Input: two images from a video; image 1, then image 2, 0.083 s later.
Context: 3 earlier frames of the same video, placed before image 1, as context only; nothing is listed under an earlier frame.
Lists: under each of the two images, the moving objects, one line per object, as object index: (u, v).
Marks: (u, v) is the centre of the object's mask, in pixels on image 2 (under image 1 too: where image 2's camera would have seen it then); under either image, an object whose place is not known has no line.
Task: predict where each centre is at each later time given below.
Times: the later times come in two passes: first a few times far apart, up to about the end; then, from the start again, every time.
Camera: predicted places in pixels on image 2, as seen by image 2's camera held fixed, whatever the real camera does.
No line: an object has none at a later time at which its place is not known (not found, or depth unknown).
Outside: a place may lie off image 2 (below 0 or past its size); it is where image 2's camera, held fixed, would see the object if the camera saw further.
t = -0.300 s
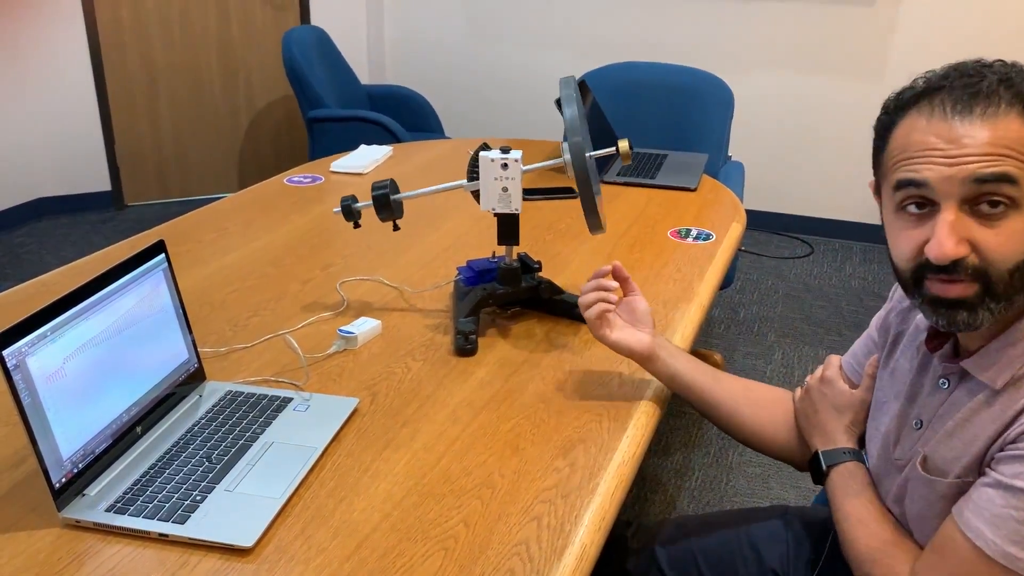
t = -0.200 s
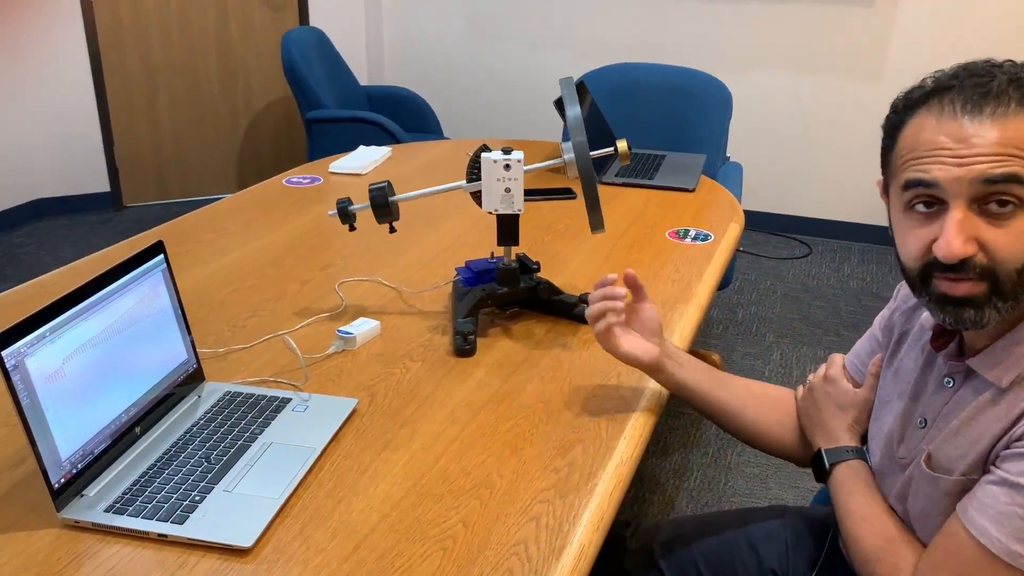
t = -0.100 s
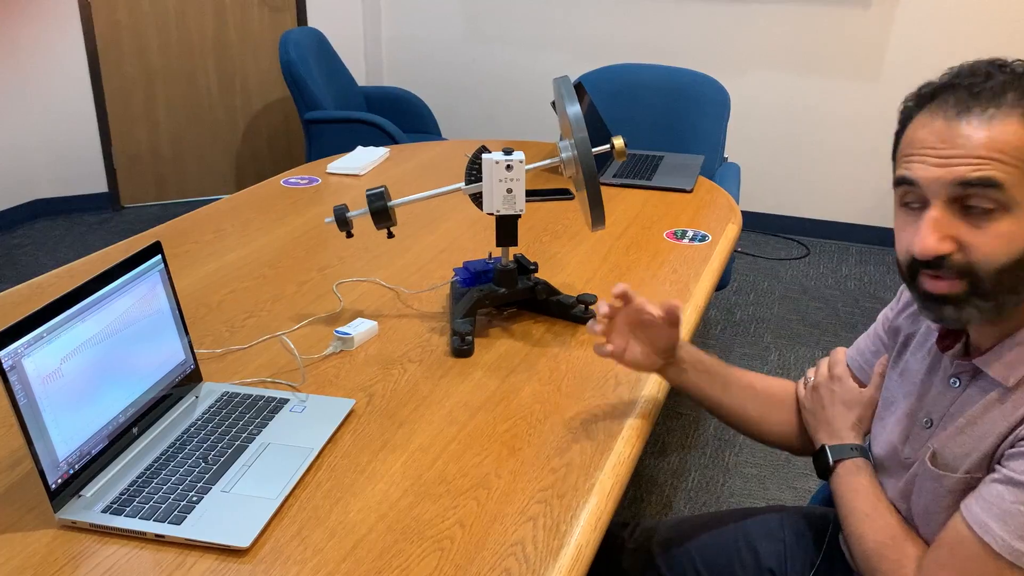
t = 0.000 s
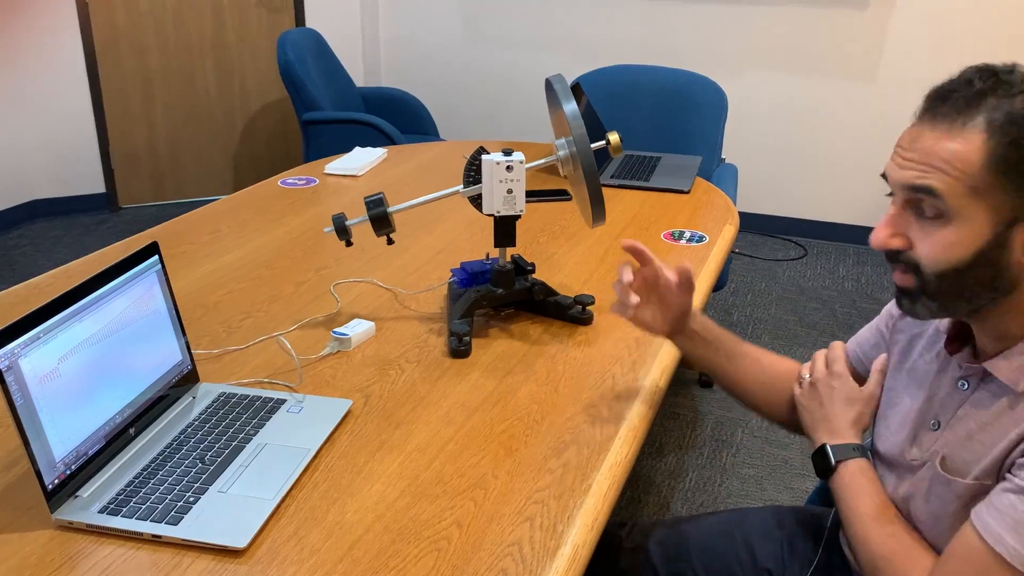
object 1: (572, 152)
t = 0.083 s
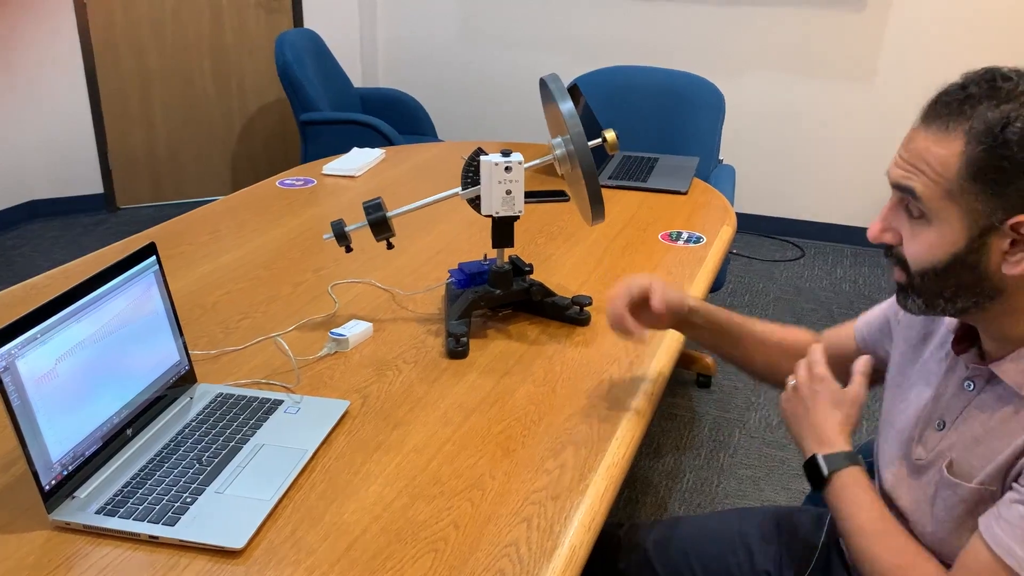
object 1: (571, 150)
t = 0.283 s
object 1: (571, 150)
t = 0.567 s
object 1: (571, 152)
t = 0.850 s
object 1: (566, 144)
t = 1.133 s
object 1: (565, 145)
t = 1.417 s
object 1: (562, 143)
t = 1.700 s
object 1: (555, 135)
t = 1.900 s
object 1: (554, 136)
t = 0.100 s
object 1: (571, 150)
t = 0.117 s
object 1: (571, 149)
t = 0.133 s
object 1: (571, 149)
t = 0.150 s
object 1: (571, 149)
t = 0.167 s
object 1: (571, 149)
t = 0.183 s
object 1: (571, 149)
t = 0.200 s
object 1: (571, 149)
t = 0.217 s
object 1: (571, 149)
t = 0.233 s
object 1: (571, 149)
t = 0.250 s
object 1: (571, 149)
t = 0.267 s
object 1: (571, 149)
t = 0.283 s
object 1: (571, 150)
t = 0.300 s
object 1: (572, 150)
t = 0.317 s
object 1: (572, 150)
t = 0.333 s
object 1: (572, 150)
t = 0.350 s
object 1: (572, 151)
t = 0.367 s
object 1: (572, 151)
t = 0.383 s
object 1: (572, 151)
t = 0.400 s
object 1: (572, 151)
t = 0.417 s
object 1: (572, 151)
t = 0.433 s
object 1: (572, 152)
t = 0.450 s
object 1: (572, 152)
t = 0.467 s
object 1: (572, 152)
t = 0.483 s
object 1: (572, 152)
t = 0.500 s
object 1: (572, 152)
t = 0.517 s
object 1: (572, 152)
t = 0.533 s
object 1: (572, 152)
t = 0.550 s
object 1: (572, 152)
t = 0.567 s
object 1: (571, 152)
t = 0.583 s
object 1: (571, 151)
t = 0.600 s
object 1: (571, 151)
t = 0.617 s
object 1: (570, 151)
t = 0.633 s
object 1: (570, 150)
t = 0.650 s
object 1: (570, 150)
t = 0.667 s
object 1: (569, 150)
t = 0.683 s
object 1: (569, 149)
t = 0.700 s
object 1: (569, 149)
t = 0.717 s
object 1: (568, 148)
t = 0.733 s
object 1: (568, 148)
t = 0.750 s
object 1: (567, 147)
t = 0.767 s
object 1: (567, 146)
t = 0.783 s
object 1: (567, 146)
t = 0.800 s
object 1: (566, 145)
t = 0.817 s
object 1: (566, 145)
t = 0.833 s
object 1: (566, 144)
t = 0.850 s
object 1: (566, 144)
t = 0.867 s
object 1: (566, 144)
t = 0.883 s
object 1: (565, 143)
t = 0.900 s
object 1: (565, 143)
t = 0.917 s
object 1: (565, 143)
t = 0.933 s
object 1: (565, 143)
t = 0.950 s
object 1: (565, 143)
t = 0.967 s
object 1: (565, 143)
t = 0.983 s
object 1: (565, 143)
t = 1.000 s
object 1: (565, 143)
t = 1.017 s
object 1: (565, 143)
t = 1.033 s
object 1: (565, 143)
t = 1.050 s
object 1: (565, 143)
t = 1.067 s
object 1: (565, 144)
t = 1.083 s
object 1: (565, 144)
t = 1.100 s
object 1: (565, 144)
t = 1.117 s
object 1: (565, 144)
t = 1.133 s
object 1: (565, 145)
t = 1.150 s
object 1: (565, 145)
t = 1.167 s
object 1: (565, 145)
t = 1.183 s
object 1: (565, 145)
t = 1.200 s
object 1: (565, 145)
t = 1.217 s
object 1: (565, 146)
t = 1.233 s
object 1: (565, 146)
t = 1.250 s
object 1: (565, 146)
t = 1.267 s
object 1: (565, 146)
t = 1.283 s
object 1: (565, 146)
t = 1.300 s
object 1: (564, 146)
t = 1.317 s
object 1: (564, 145)
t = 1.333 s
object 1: (564, 145)
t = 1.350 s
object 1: (563, 145)
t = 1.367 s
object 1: (563, 144)
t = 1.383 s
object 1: (563, 144)
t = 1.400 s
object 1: (562, 143)
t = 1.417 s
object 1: (562, 143)
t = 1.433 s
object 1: (561, 142)
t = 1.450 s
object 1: (561, 142)
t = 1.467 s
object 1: (560, 141)
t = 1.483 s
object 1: (560, 141)
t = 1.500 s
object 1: (559, 140)
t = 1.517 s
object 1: (558, 139)
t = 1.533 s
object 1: (558, 139)
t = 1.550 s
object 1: (557, 138)
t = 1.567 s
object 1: (557, 137)
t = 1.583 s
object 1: (557, 137)
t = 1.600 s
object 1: (556, 137)
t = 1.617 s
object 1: (556, 136)
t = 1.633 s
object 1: (555, 136)
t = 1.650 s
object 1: (555, 136)
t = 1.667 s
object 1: (555, 135)
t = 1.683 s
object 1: (555, 135)
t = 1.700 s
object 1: (555, 135)
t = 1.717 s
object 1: (555, 135)
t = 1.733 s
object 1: (554, 135)
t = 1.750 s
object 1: (554, 135)
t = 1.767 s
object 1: (554, 135)
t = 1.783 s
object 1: (554, 135)
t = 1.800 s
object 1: (554, 135)
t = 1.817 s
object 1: (554, 135)
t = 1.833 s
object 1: (554, 135)
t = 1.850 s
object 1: (554, 135)
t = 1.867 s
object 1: (554, 135)
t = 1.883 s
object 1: (554, 135)
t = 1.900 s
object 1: (554, 136)
